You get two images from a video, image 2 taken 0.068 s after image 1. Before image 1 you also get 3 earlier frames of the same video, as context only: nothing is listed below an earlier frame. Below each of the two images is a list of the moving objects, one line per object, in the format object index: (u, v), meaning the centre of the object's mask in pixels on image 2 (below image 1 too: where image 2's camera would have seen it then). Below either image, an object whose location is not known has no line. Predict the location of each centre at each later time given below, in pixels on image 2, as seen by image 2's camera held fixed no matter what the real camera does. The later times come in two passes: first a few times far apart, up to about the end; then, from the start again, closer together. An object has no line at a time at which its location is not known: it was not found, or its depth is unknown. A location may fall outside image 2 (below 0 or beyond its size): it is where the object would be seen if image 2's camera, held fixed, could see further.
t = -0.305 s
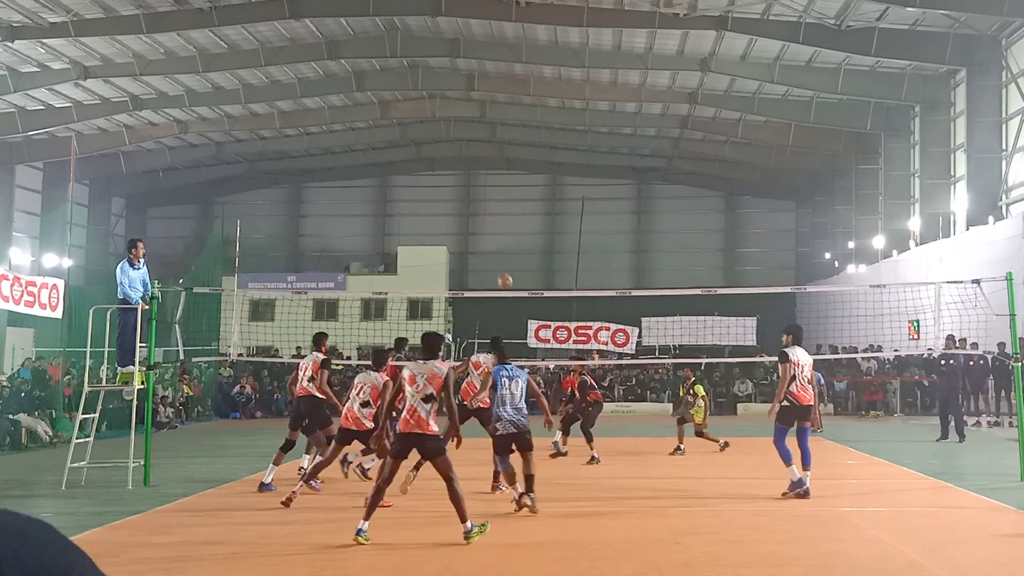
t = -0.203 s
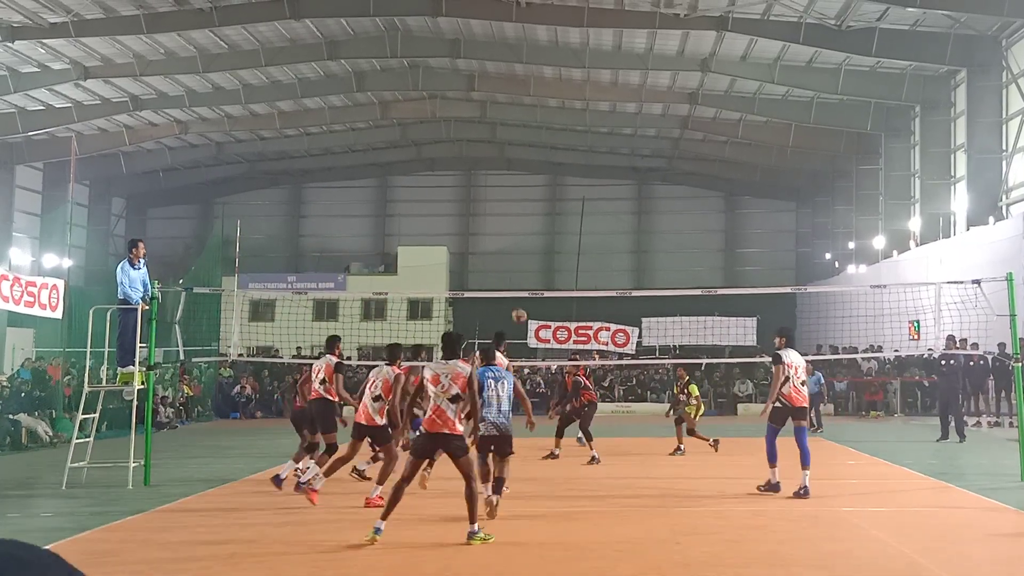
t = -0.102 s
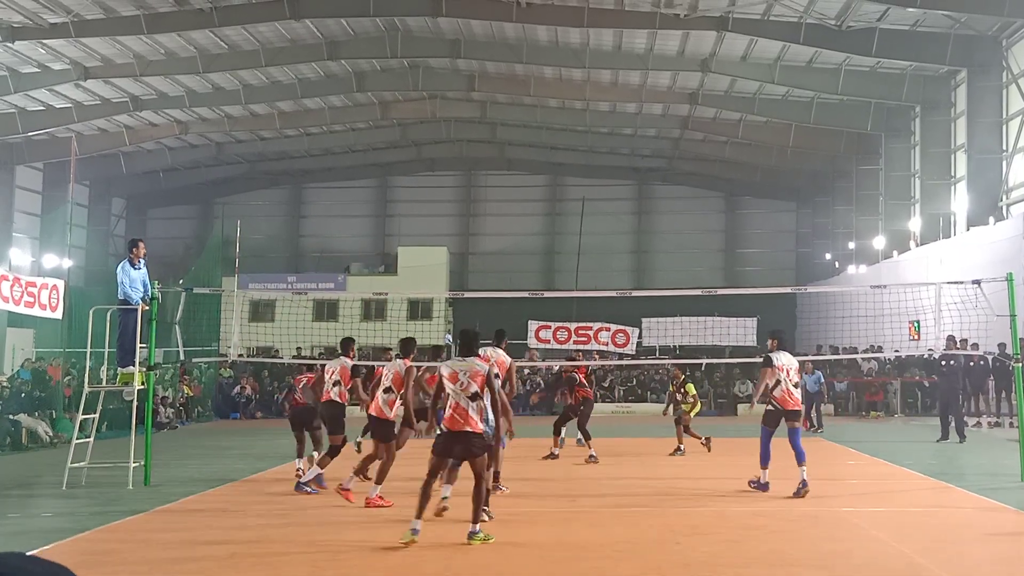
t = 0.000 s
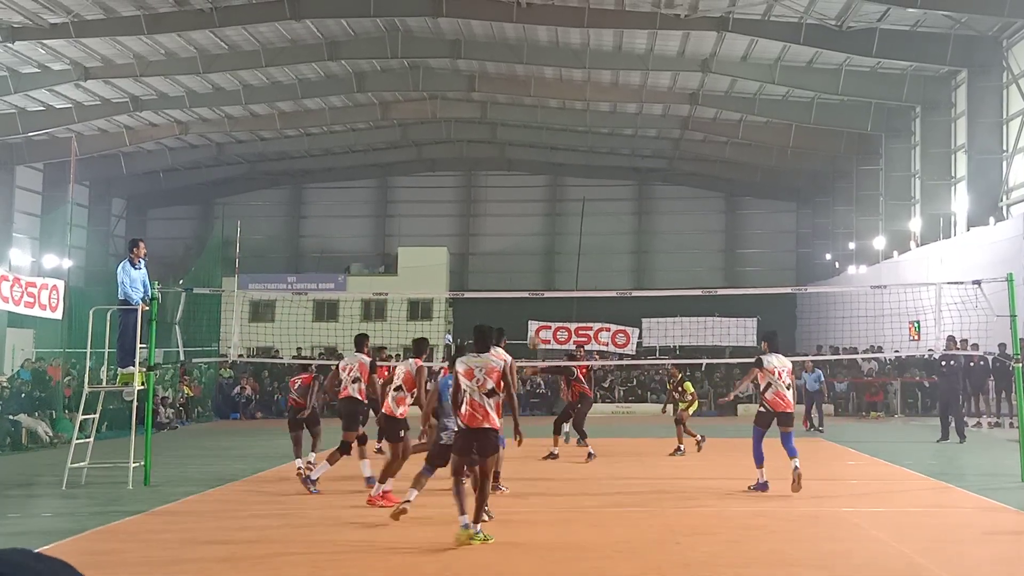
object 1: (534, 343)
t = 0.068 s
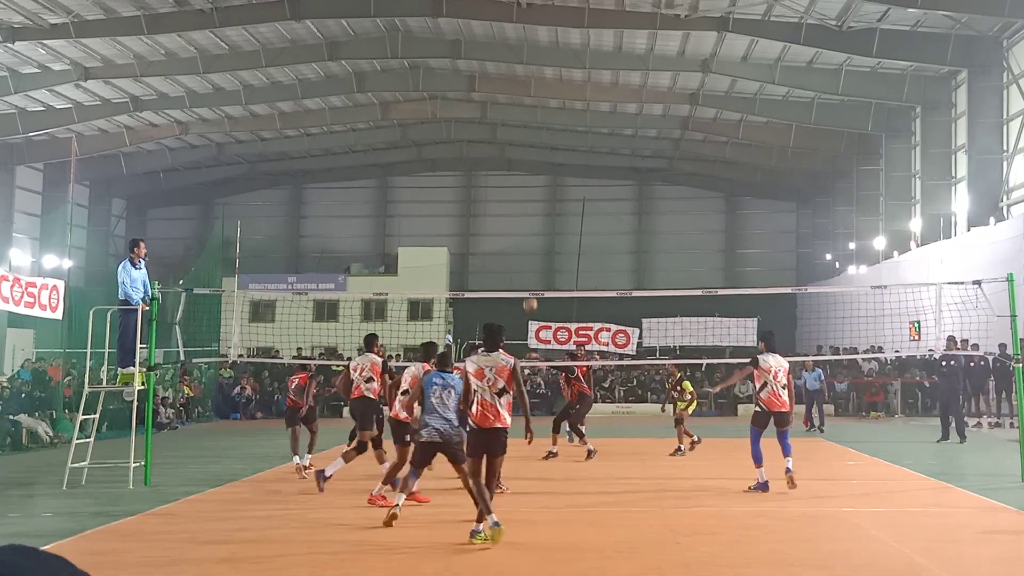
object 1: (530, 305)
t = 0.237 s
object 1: (520, 225)
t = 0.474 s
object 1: (504, 143)
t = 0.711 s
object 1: (487, 98)
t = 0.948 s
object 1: (469, 89)
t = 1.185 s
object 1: (450, 116)
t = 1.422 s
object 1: (432, 179)
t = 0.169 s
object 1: (524, 254)
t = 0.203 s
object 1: (522, 239)
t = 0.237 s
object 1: (520, 225)
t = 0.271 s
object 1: (517, 211)
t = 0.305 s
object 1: (515, 198)
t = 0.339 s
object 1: (513, 185)
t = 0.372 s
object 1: (511, 173)
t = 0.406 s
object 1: (509, 163)
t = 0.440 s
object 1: (506, 153)
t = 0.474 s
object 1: (504, 143)
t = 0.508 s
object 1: (502, 135)
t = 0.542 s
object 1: (499, 127)
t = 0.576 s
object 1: (497, 120)
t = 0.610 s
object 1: (494, 113)
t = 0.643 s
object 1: (492, 108)
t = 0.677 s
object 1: (490, 103)
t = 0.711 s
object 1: (487, 98)
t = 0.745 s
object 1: (485, 95)
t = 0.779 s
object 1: (482, 92)
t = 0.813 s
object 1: (479, 90)
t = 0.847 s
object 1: (477, 89)
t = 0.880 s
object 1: (474, 88)
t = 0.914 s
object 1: (472, 88)
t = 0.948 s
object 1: (469, 89)
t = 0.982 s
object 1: (467, 91)
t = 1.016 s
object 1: (464, 93)
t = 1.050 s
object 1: (461, 96)
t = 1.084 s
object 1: (458, 100)
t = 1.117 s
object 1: (456, 105)
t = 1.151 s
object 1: (453, 110)
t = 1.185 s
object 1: (450, 116)
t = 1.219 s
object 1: (447, 123)
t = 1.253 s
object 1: (445, 130)
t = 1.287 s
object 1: (442, 139)
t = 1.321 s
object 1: (440, 147)
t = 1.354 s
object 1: (437, 157)
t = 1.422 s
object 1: (432, 179)
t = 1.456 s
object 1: (429, 191)
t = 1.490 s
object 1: (426, 203)
